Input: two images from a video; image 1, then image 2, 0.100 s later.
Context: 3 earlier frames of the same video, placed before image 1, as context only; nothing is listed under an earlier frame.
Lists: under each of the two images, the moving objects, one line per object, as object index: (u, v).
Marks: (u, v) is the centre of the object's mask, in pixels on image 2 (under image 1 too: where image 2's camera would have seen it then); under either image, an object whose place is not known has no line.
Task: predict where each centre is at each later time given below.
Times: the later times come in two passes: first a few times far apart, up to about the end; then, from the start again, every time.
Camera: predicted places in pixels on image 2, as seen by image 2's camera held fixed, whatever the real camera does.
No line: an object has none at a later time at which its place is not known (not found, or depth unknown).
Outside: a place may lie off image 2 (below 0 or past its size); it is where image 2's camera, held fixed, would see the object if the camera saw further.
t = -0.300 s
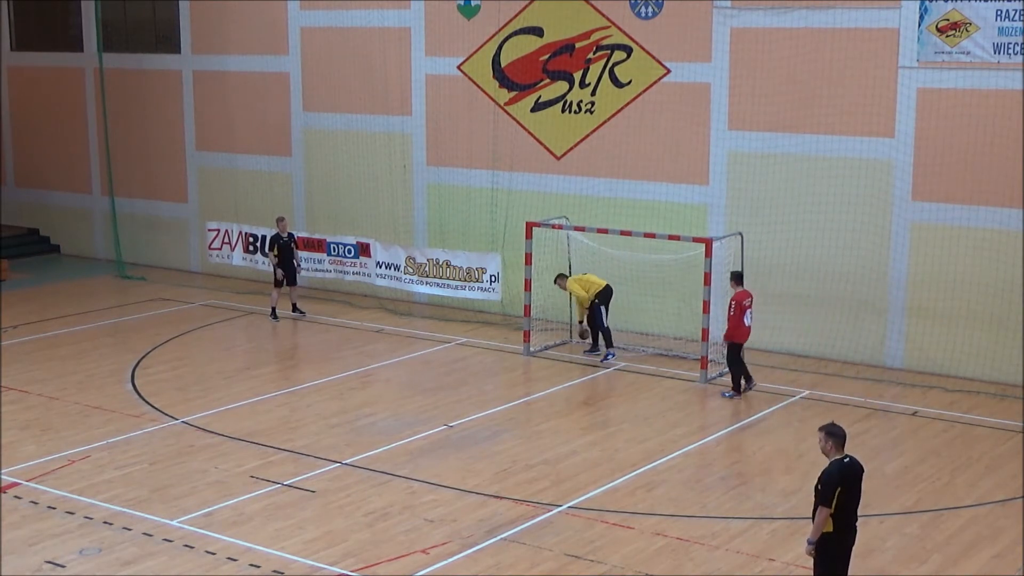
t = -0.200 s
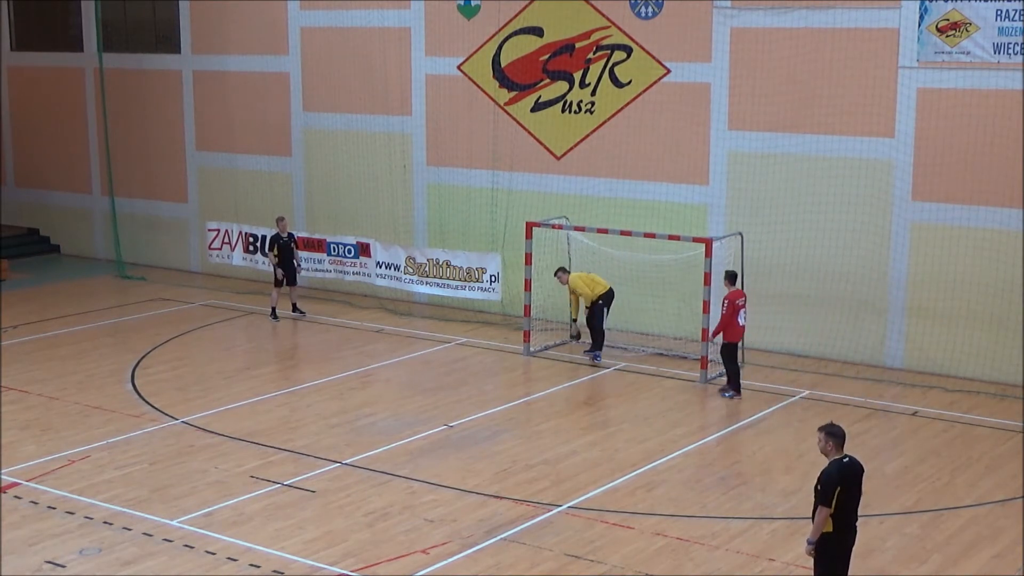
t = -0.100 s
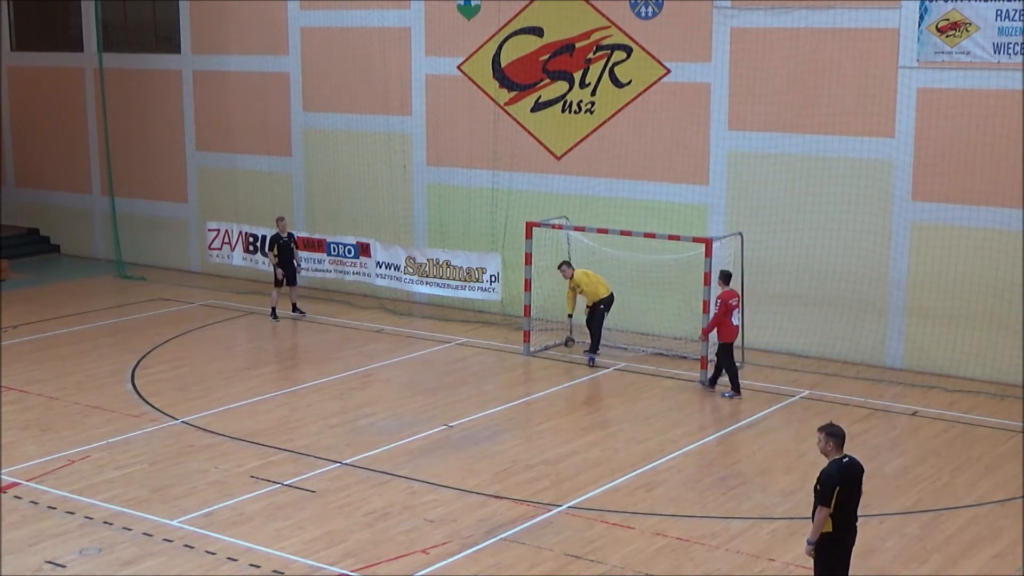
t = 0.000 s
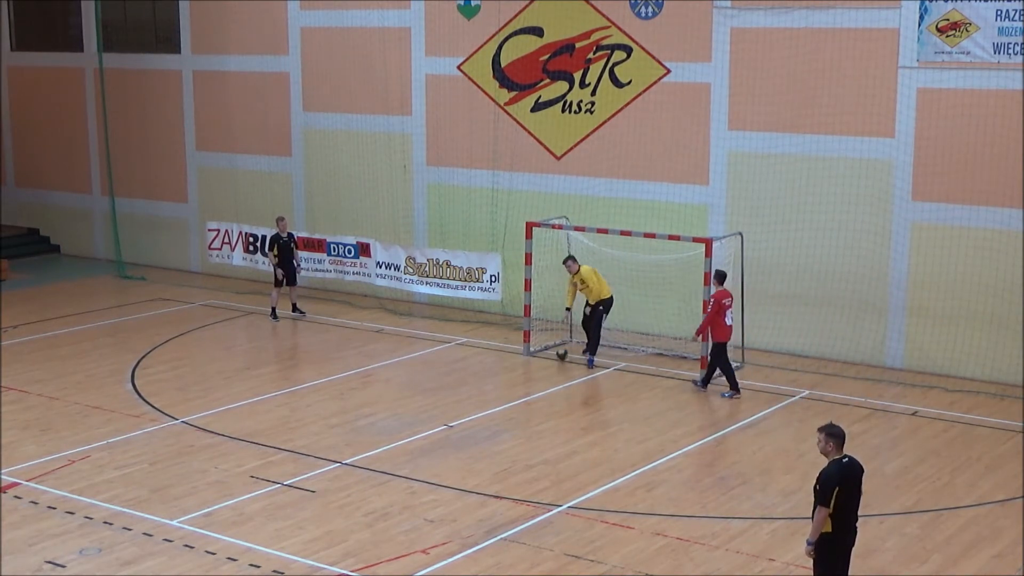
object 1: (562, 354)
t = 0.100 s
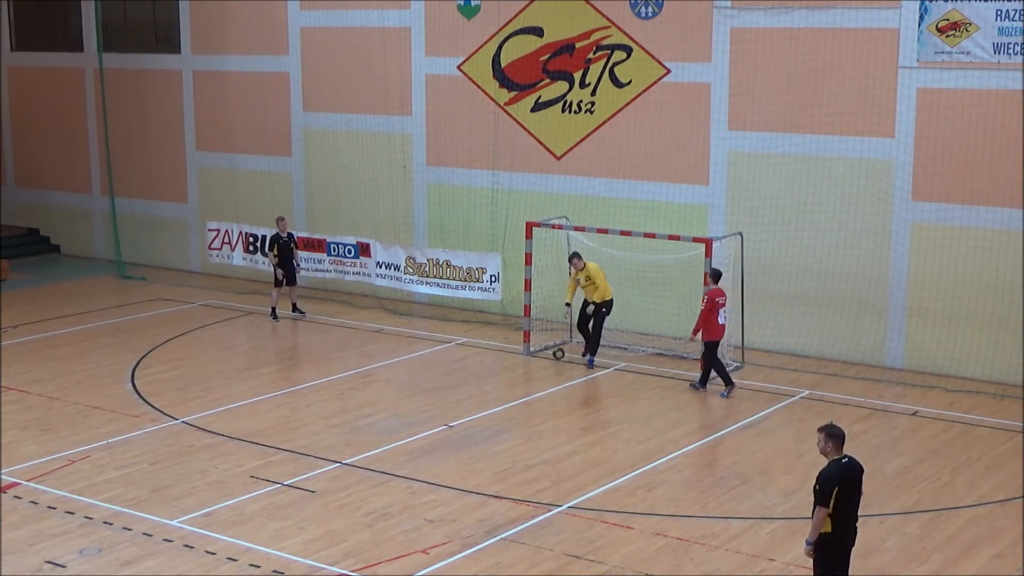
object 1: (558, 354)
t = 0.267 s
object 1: (553, 355)
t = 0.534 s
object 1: (546, 364)
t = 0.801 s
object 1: (540, 373)
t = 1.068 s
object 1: (534, 379)
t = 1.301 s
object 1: (529, 384)
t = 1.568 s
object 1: (523, 390)
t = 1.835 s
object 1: (516, 396)
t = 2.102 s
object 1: (511, 401)
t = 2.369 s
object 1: (506, 407)
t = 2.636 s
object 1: (502, 413)
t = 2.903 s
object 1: (498, 418)
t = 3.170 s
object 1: (494, 423)
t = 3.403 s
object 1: (491, 428)
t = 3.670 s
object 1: (488, 434)
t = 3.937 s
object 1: (486, 439)
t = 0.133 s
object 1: (557, 353)
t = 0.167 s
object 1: (557, 352)
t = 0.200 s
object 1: (555, 353)
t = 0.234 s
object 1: (554, 354)
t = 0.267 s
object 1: (553, 355)
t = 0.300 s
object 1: (553, 359)
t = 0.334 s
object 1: (551, 363)
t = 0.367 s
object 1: (551, 365)
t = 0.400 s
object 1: (550, 363)
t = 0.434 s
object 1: (549, 362)
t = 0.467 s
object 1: (548, 362)
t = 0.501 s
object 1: (547, 362)
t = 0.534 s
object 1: (546, 364)
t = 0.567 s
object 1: (546, 365)
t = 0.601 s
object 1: (544, 368)
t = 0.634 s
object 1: (543, 370)
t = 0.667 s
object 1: (543, 370)
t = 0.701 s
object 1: (543, 369)
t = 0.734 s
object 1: (542, 370)
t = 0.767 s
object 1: (541, 370)
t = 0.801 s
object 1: (540, 373)
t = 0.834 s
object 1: (539, 374)
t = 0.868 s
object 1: (539, 374)
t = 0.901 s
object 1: (538, 374)
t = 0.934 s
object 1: (537, 376)
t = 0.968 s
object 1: (536, 377)
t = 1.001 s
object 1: (535, 378)
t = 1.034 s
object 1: (534, 378)
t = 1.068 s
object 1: (534, 379)
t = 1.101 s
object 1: (533, 380)
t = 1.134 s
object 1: (532, 381)
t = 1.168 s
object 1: (532, 381)
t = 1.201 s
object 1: (531, 383)
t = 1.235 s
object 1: (530, 383)
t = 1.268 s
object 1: (530, 384)
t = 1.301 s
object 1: (529, 384)
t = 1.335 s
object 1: (527, 385)
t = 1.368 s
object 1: (527, 386)
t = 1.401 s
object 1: (526, 387)
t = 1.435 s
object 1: (525, 388)
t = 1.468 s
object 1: (525, 388)
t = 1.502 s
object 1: (524, 389)
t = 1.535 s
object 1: (523, 390)
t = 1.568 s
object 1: (523, 390)
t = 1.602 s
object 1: (522, 391)
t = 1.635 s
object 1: (521, 392)
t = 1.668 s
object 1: (520, 392)
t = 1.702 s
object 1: (519, 393)
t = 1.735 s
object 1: (519, 394)
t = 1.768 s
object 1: (518, 394)
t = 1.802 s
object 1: (517, 395)
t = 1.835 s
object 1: (516, 396)
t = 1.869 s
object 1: (516, 397)
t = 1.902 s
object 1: (515, 397)
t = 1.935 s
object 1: (514, 398)
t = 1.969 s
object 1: (514, 398)
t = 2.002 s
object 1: (513, 399)
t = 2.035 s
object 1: (512, 400)
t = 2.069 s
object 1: (512, 401)
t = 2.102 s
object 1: (511, 401)
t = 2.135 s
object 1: (510, 402)
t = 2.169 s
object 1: (510, 403)
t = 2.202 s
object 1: (509, 404)
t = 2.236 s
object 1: (508, 404)
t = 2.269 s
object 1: (508, 405)
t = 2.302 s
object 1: (507, 406)
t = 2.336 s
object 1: (507, 407)
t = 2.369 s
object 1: (506, 407)
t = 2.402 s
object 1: (505, 408)
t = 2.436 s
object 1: (505, 408)
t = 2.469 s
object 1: (504, 409)
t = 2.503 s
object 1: (504, 410)
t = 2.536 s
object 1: (503, 411)
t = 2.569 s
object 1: (503, 411)
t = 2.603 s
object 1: (502, 412)
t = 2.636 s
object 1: (502, 413)
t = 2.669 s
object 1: (501, 413)
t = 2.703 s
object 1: (501, 414)
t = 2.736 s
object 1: (500, 415)
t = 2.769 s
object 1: (500, 415)
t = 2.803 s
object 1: (499, 416)
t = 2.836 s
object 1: (499, 417)
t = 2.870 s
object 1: (498, 417)
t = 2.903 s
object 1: (498, 418)
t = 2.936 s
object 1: (497, 419)
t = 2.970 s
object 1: (497, 419)
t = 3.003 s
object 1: (496, 420)
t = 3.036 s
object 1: (496, 421)
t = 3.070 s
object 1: (495, 421)
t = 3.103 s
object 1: (495, 422)
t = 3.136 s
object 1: (495, 423)
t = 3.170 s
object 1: (494, 423)
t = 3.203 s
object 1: (494, 424)
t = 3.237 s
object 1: (493, 425)
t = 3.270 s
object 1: (493, 426)
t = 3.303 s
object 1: (493, 426)
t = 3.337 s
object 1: (492, 427)
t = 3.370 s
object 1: (492, 427)
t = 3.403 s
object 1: (491, 428)
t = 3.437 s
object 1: (491, 429)
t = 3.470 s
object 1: (491, 430)
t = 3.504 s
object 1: (490, 431)
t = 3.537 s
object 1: (490, 431)
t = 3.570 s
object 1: (490, 431)
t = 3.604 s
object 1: (489, 432)
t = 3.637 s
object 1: (489, 433)
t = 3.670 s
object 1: (488, 434)
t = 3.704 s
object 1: (488, 434)
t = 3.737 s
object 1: (488, 435)
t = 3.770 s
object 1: (487, 435)
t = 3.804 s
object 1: (487, 436)
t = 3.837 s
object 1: (487, 437)
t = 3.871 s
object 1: (486, 438)
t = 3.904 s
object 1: (486, 438)
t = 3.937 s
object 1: (486, 439)
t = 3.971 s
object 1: (485, 440)
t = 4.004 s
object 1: (485, 440)
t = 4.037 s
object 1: (484, 441)
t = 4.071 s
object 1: (484, 442)
